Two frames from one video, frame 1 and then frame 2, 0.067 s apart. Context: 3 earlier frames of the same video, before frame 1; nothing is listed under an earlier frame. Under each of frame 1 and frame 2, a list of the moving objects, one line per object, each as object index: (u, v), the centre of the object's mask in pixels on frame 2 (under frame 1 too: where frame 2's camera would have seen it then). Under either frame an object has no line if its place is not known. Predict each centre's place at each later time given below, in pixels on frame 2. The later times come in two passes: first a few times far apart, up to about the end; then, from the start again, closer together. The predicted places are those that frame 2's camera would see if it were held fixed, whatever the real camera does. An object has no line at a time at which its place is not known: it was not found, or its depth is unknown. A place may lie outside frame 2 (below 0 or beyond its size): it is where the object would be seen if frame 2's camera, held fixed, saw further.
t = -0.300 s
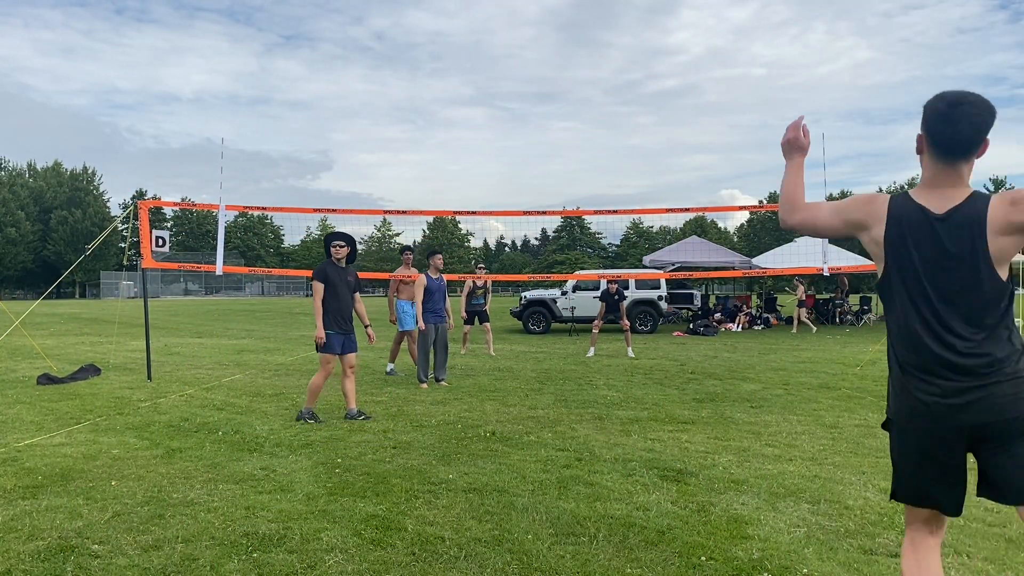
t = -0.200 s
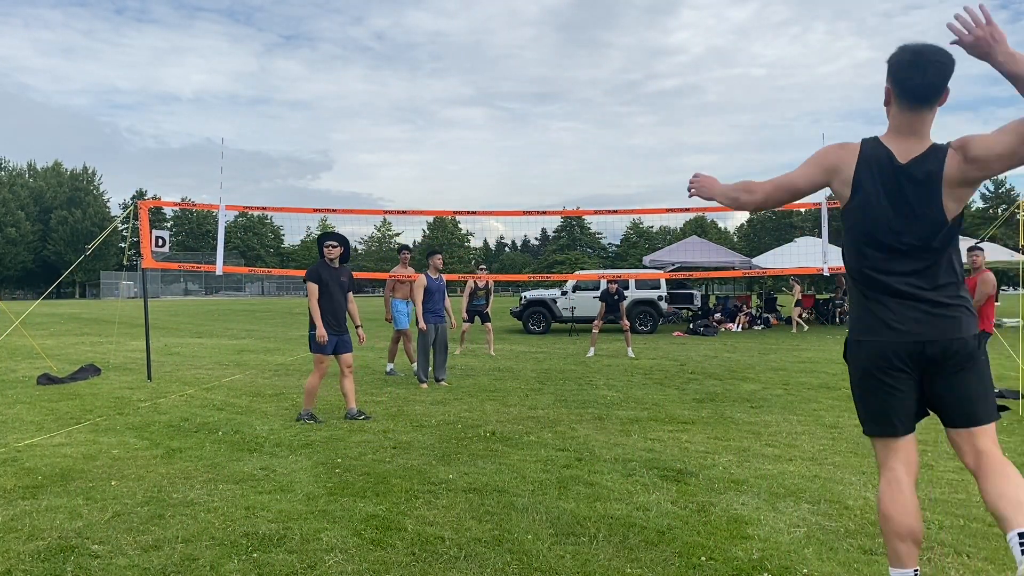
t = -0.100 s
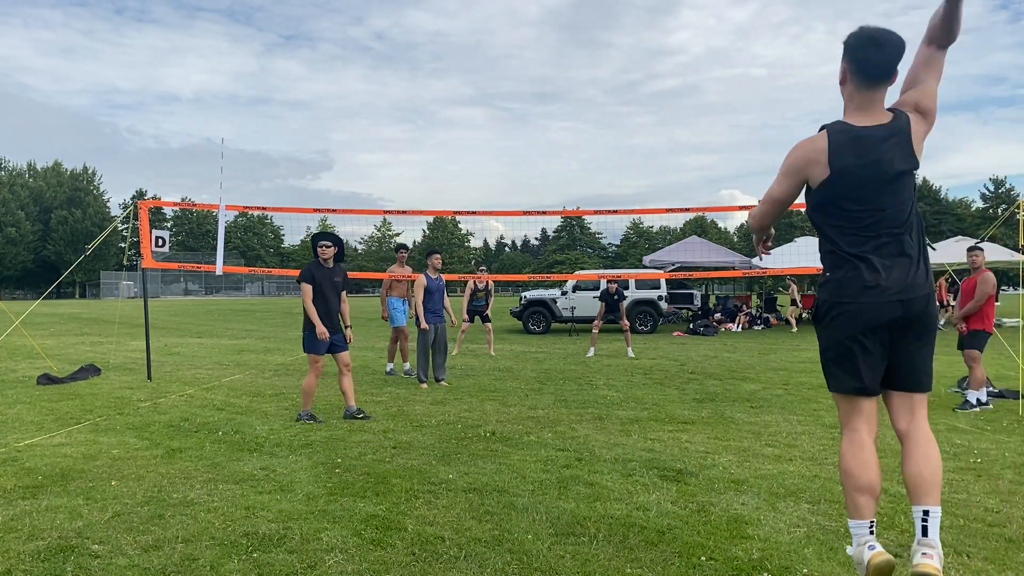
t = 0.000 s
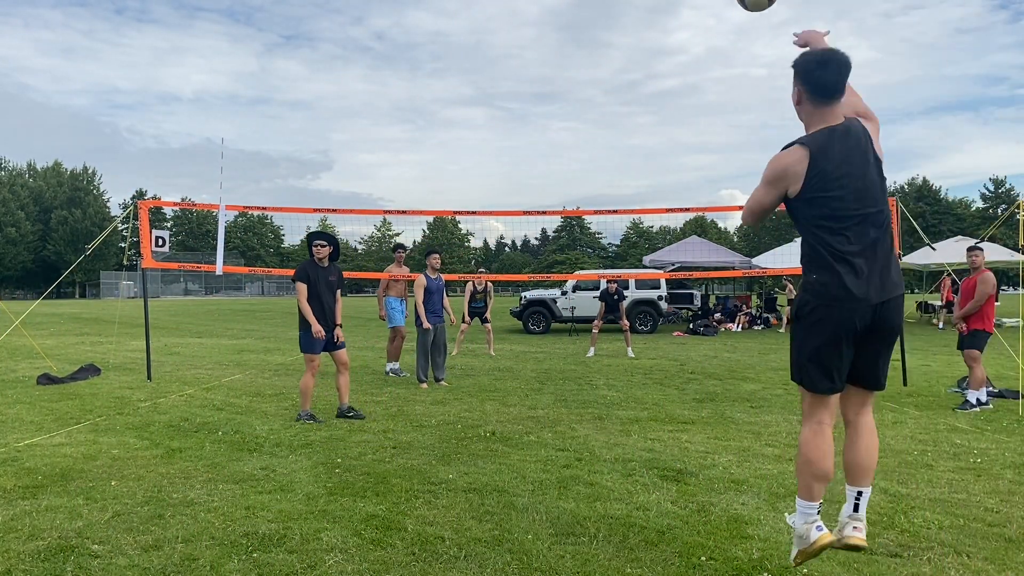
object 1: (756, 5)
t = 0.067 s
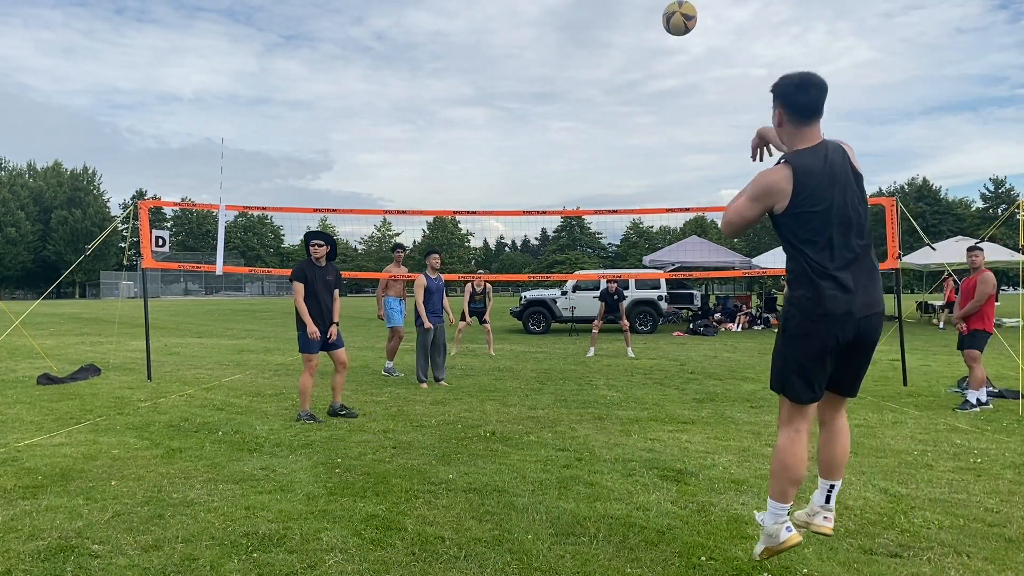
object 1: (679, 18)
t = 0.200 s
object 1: (595, 67)
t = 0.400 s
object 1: (535, 123)
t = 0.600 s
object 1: (505, 176)
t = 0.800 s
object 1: (485, 231)
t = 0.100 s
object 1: (652, 31)
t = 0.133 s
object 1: (630, 43)
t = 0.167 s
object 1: (611, 55)
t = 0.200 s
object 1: (595, 67)
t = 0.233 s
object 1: (581, 77)
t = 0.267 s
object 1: (569, 87)
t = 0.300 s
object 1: (559, 96)
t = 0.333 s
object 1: (550, 105)
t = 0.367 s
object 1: (542, 114)
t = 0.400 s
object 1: (535, 123)
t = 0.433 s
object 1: (529, 132)
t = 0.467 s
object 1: (523, 141)
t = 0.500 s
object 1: (518, 150)
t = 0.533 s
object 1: (514, 159)
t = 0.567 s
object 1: (509, 167)
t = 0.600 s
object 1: (505, 176)
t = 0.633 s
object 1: (501, 185)
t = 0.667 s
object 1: (497, 194)
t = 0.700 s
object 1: (494, 204)
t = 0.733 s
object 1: (491, 216)
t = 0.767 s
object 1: (488, 222)
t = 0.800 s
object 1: (485, 231)
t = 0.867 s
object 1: (480, 249)
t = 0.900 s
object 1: (476, 257)
